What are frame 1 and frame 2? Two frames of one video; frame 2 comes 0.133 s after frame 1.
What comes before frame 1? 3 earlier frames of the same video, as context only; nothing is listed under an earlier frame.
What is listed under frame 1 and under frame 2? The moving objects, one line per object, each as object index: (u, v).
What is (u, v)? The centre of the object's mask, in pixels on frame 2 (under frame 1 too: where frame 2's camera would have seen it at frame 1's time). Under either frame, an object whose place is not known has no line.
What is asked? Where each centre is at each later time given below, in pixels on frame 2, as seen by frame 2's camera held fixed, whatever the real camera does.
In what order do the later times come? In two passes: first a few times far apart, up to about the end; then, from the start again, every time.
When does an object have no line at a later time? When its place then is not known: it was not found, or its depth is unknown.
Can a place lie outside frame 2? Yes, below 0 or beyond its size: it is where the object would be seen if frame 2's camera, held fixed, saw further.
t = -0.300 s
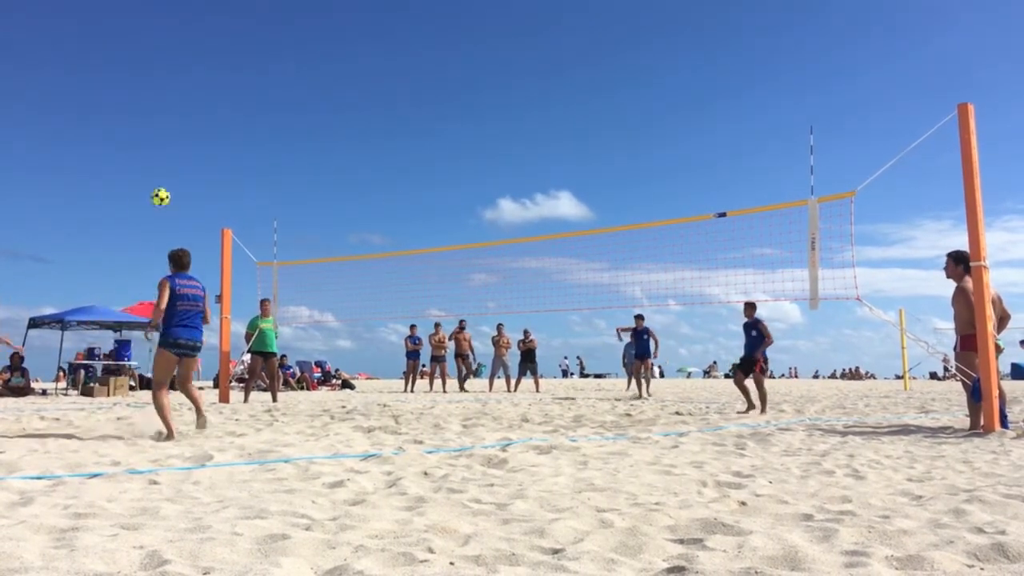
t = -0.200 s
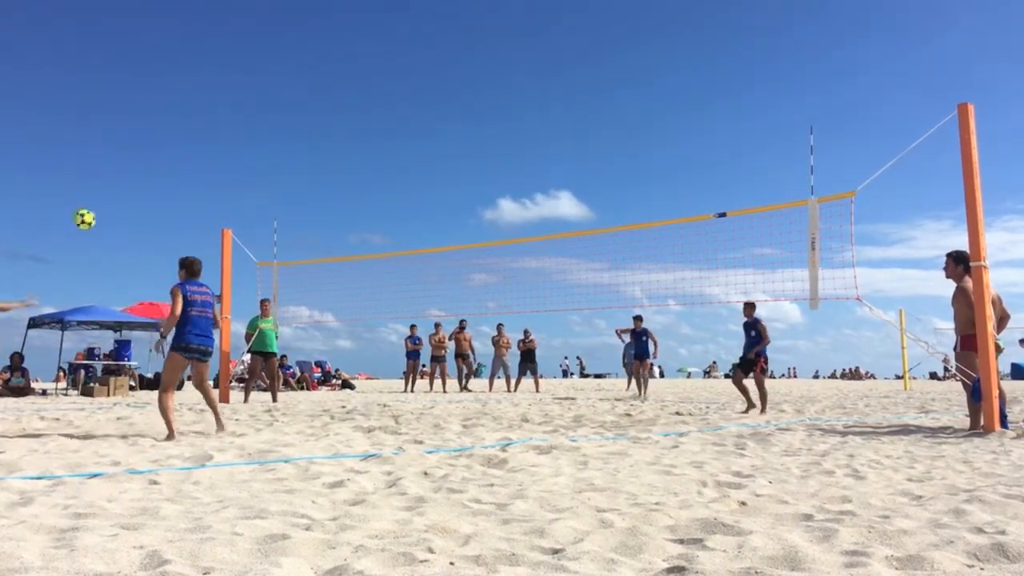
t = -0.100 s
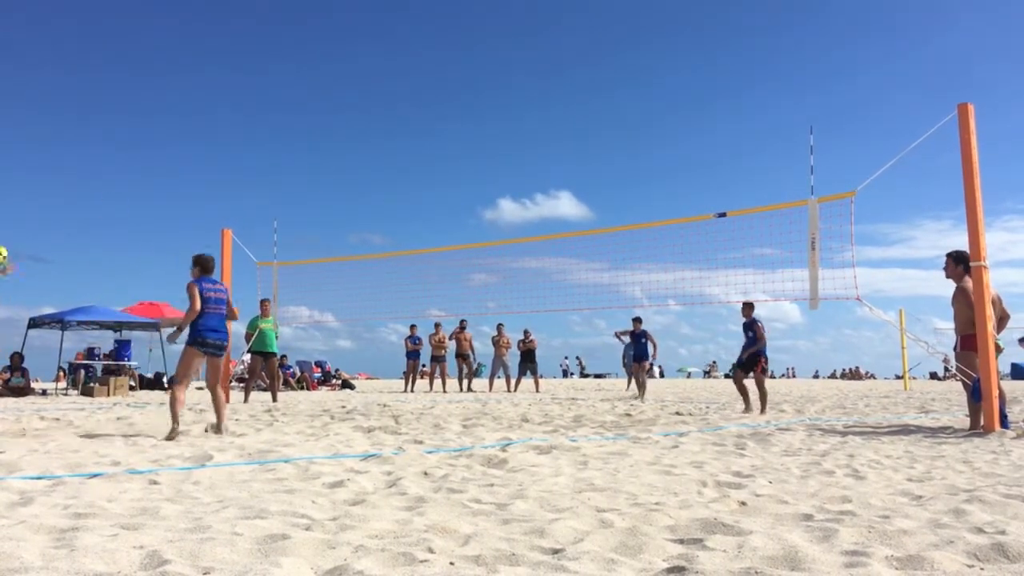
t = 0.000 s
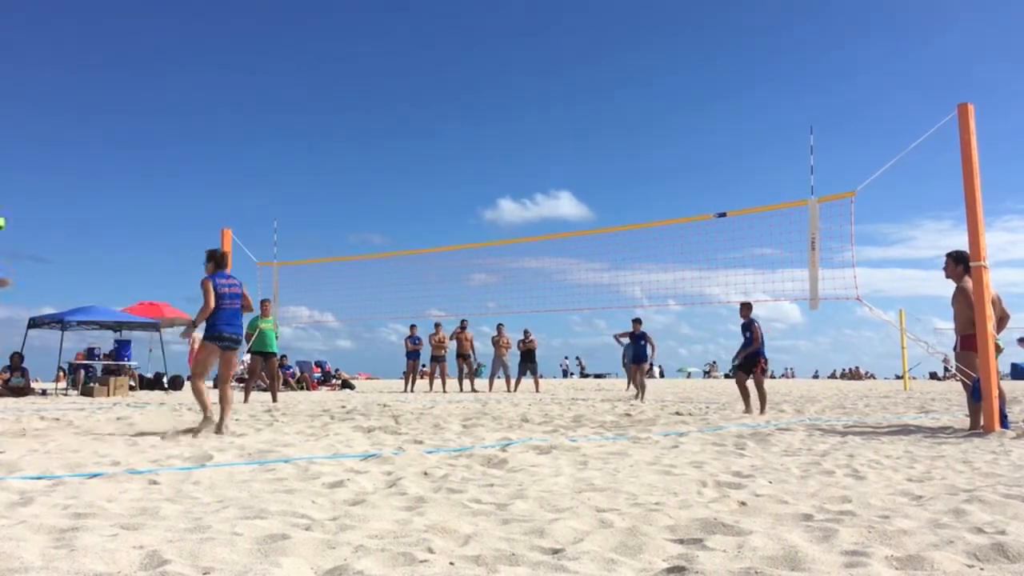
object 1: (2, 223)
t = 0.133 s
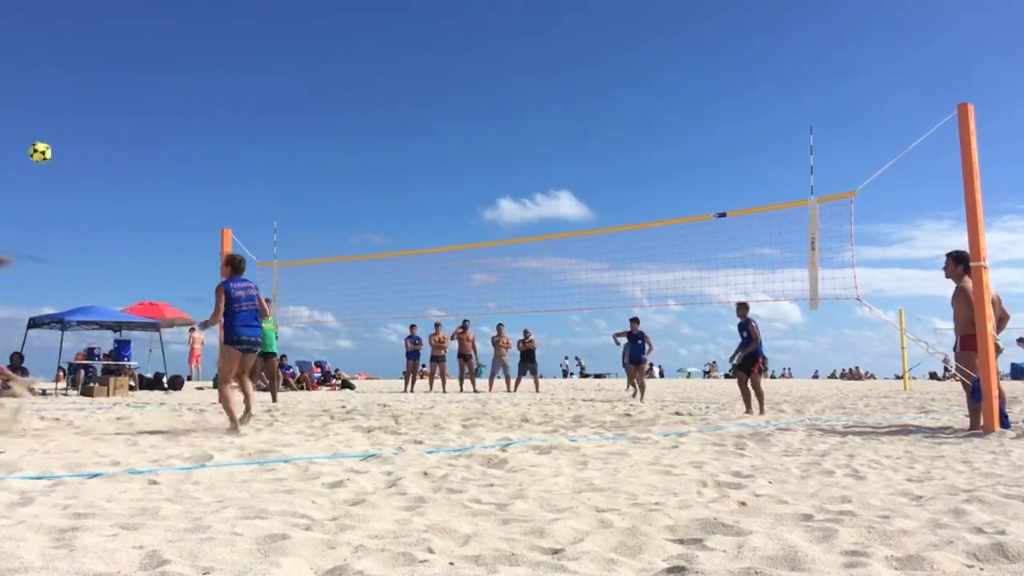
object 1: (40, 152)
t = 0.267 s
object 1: (84, 100)
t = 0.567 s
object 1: (177, 45)
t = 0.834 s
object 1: (253, 63)
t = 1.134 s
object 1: (334, 152)
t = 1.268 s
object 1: (369, 214)
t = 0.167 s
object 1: (51, 138)
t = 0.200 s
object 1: (62, 124)
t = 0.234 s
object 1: (74, 111)
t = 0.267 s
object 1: (84, 100)
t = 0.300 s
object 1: (95, 89)
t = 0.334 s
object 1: (106, 80)
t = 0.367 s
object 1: (116, 72)
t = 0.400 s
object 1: (127, 65)
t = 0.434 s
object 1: (136, 59)
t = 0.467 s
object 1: (147, 54)
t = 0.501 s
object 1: (157, 50)
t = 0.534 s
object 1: (167, 47)
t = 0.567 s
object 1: (177, 45)
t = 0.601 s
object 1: (186, 44)
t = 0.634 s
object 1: (196, 43)
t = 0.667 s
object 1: (206, 44)
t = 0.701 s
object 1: (215, 46)
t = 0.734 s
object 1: (225, 49)
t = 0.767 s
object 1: (234, 53)
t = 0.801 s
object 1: (243, 57)
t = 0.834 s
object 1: (253, 63)
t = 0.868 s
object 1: (262, 70)
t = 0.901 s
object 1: (271, 77)
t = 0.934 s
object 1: (280, 84)
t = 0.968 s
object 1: (290, 94)
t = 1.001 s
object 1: (298, 103)
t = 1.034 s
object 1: (308, 115)
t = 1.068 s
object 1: (317, 126)
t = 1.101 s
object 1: (326, 139)
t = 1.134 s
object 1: (334, 152)
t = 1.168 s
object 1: (343, 166)
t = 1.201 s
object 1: (352, 181)
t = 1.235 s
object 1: (360, 197)
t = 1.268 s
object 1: (369, 214)
